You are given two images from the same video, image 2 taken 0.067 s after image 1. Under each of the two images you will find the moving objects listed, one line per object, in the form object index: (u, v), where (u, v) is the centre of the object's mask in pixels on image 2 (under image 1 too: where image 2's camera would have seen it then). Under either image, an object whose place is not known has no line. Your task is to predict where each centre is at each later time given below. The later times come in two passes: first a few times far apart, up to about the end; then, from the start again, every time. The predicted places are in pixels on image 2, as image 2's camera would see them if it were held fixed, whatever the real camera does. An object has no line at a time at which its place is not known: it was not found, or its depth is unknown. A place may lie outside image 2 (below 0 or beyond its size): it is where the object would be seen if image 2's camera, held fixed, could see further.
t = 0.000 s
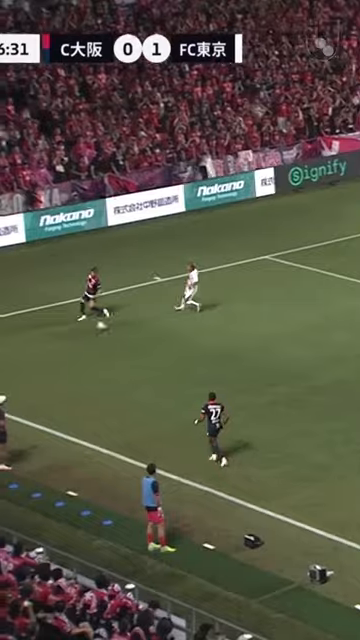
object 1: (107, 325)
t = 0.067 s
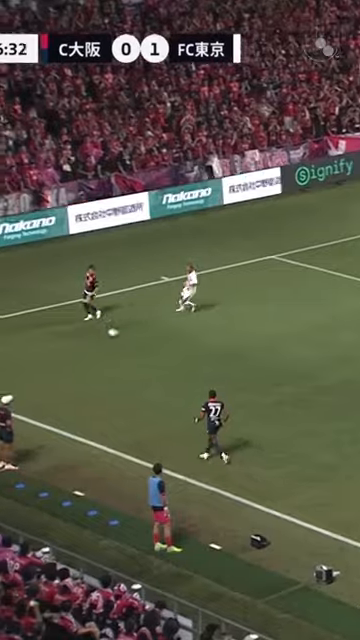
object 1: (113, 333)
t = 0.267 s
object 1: (126, 349)
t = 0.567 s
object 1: (141, 371)
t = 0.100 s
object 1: (114, 335)
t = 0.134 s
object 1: (116, 338)
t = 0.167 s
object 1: (119, 341)
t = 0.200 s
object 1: (122, 343)
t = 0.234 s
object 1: (123, 347)
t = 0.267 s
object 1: (126, 349)
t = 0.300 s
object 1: (127, 352)
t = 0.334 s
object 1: (129, 354)
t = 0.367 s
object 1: (132, 357)
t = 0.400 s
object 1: (133, 360)
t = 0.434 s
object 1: (135, 362)
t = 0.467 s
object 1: (137, 365)
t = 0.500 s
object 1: (138, 367)
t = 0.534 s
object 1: (140, 369)
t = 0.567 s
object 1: (141, 371)
